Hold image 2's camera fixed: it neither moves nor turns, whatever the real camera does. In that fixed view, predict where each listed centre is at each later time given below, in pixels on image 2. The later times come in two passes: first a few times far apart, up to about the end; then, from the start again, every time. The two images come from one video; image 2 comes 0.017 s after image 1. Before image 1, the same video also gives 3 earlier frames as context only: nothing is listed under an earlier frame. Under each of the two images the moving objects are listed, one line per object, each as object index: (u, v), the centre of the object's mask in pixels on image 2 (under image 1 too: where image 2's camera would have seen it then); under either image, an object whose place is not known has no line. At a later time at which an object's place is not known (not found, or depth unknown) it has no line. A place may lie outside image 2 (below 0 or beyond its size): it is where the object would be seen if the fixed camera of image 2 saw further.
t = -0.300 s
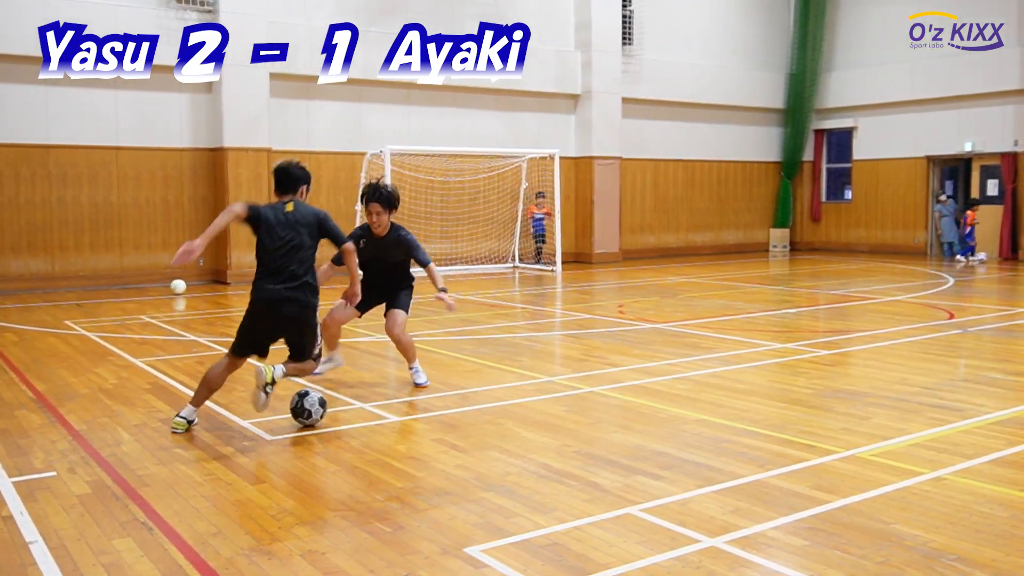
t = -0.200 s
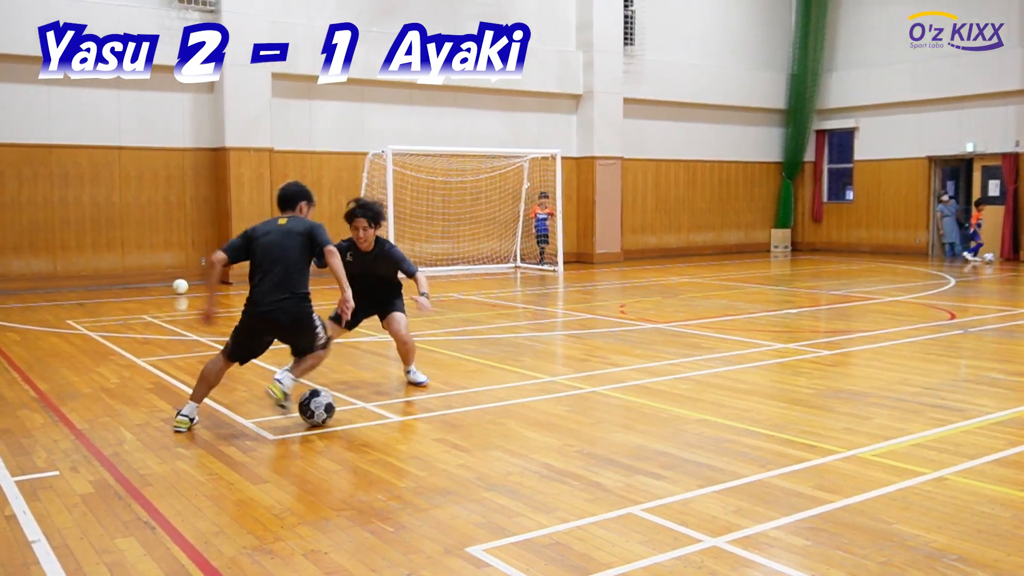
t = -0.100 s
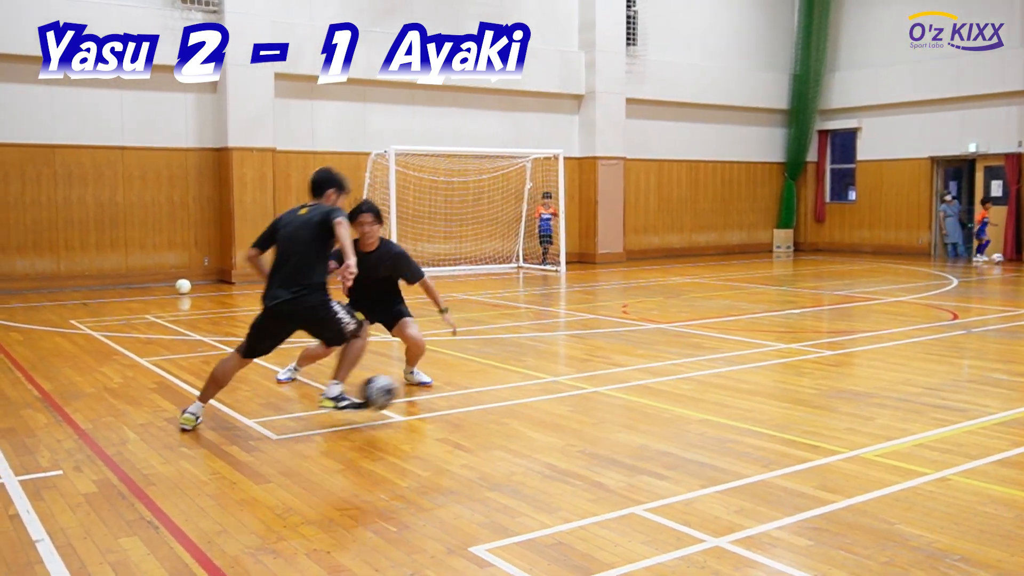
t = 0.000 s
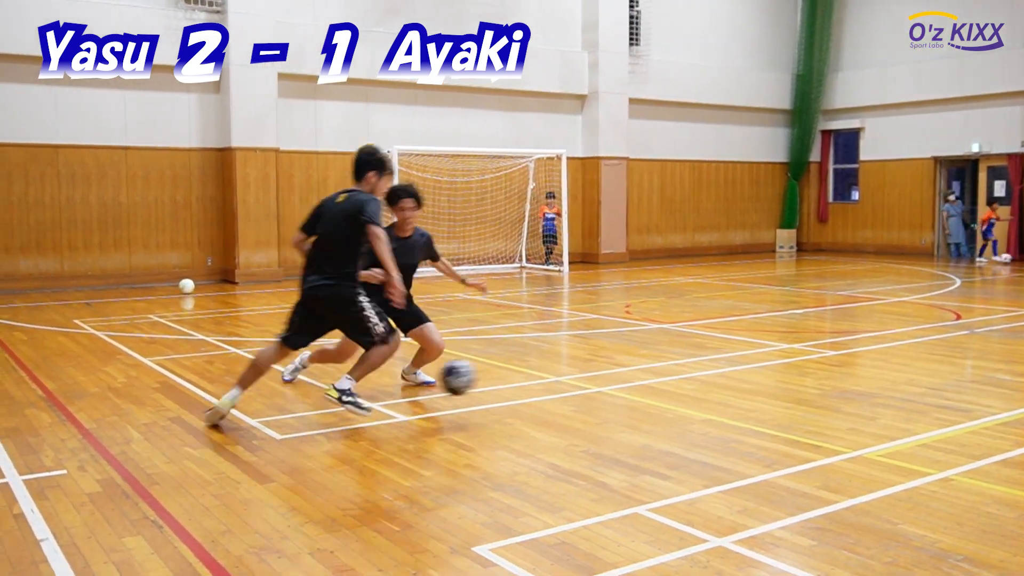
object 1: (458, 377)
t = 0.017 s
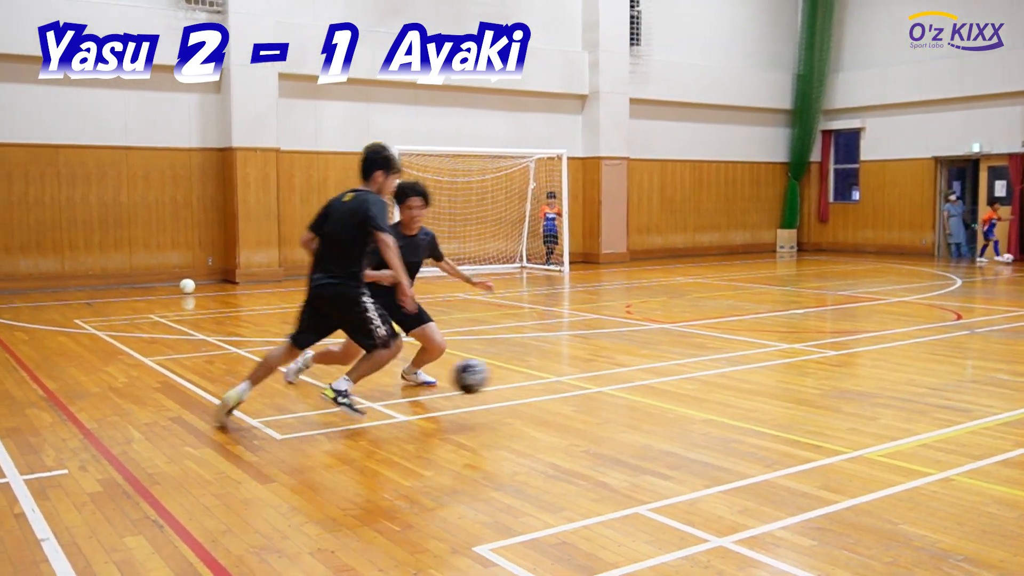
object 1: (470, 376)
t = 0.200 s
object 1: (613, 398)
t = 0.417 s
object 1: (734, 400)
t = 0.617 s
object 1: (830, 405)
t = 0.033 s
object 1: (484, 375)
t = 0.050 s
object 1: (496, 376)
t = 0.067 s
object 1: (509, 376)
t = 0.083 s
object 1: (522, 377)
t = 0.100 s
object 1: (535, 379)
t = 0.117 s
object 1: (548, 381)
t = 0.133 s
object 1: (561, 383)
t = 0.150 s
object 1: (574, 386)
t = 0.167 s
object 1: (587, 390)
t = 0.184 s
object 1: (600, 393)
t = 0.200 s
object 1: (613, 398)
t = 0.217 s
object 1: (626, 403)
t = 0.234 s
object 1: (639, 409)
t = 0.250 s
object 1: (650, 409)
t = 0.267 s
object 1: (659, 405)
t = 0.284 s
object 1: (668, 403)
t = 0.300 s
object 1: (676, 401)
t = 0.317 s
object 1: (684, 399)
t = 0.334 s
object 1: (692, 398)
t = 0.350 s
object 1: (700, 398)
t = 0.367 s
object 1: (709, 398)
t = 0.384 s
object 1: (717, 398)
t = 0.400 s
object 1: (725, 399)
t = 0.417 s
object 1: (734, 400)
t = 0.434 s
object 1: (742, 401)
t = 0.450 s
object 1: (751, 404)
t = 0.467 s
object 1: (759, 406)
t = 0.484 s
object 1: (768, 409)
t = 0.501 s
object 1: (775, 407)
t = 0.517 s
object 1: (784, 405)
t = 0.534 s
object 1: (791, 404)
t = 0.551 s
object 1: (799, 404)
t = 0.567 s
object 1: (807, 403)
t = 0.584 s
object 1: (815, 403)
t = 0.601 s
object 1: (822, 404)
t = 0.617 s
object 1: (830, 405)
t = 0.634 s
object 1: (838, 407)
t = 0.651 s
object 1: (846, 408)
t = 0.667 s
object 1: (854, 407)
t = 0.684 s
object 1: (862, 406)
